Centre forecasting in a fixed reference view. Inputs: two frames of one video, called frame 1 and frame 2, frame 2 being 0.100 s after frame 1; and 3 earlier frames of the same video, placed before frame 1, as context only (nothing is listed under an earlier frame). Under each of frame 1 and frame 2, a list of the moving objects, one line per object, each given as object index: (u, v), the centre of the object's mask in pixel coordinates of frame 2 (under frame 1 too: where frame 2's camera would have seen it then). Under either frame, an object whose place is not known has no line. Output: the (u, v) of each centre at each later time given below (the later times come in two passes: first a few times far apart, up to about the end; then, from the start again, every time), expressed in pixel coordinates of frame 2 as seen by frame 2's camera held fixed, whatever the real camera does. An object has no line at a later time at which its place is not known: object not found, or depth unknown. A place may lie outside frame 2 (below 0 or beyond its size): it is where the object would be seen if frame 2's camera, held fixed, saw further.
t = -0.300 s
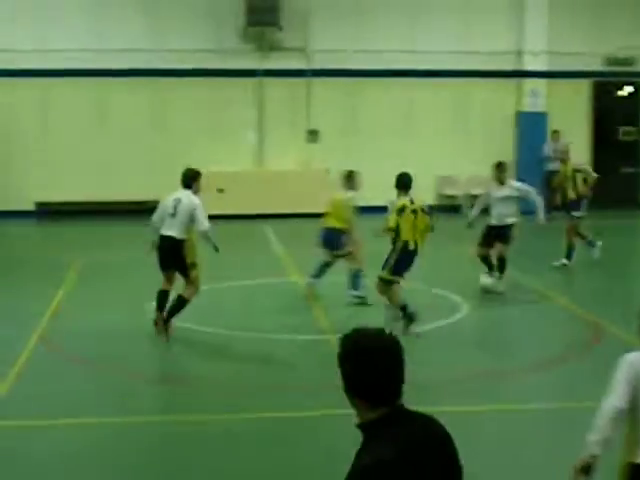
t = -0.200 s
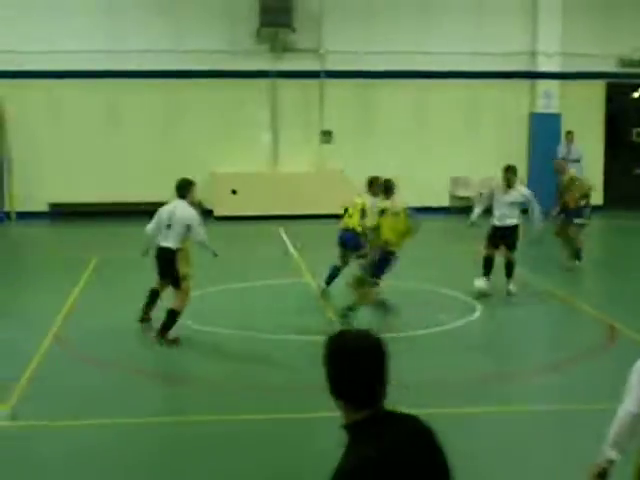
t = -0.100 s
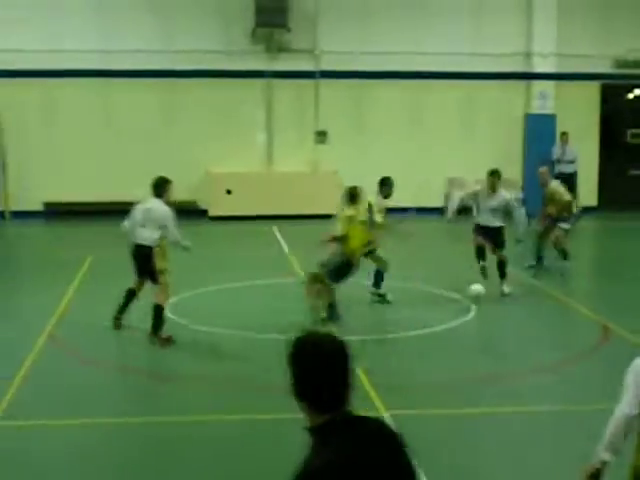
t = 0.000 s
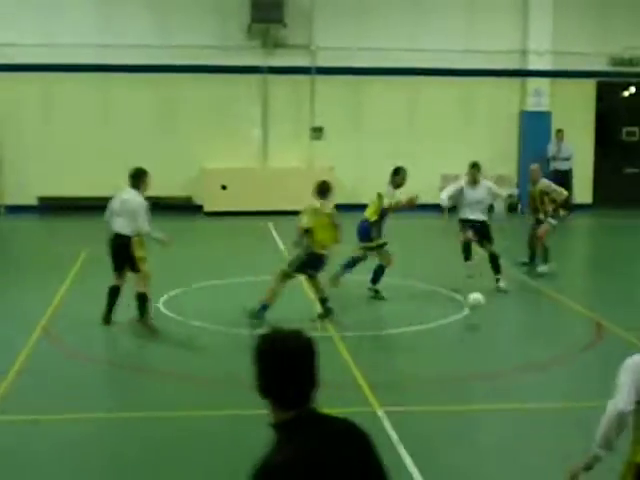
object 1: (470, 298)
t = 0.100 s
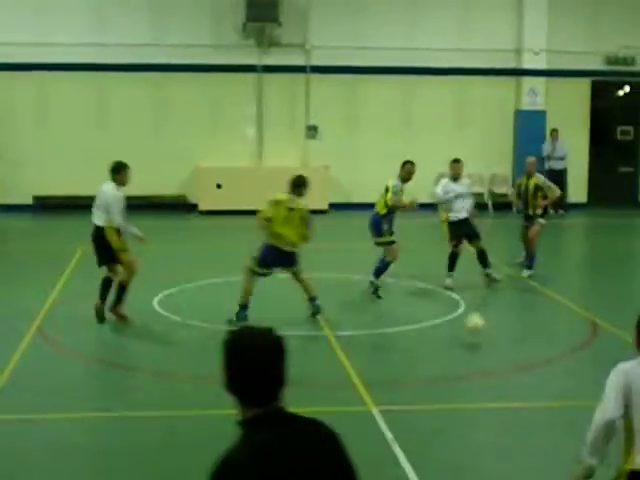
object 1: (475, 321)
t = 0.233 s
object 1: (482, 355)
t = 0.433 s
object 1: (493, 404)
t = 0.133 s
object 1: (476, 339)
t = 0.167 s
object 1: (478, 347)
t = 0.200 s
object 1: (480, 350)
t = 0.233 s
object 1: (482, 355)
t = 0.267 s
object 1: (484, 362)
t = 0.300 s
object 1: (486, 370)
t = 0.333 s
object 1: (488, 381)
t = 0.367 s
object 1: (489, 392)
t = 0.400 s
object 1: (490, 398)
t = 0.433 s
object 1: (493, 404)
